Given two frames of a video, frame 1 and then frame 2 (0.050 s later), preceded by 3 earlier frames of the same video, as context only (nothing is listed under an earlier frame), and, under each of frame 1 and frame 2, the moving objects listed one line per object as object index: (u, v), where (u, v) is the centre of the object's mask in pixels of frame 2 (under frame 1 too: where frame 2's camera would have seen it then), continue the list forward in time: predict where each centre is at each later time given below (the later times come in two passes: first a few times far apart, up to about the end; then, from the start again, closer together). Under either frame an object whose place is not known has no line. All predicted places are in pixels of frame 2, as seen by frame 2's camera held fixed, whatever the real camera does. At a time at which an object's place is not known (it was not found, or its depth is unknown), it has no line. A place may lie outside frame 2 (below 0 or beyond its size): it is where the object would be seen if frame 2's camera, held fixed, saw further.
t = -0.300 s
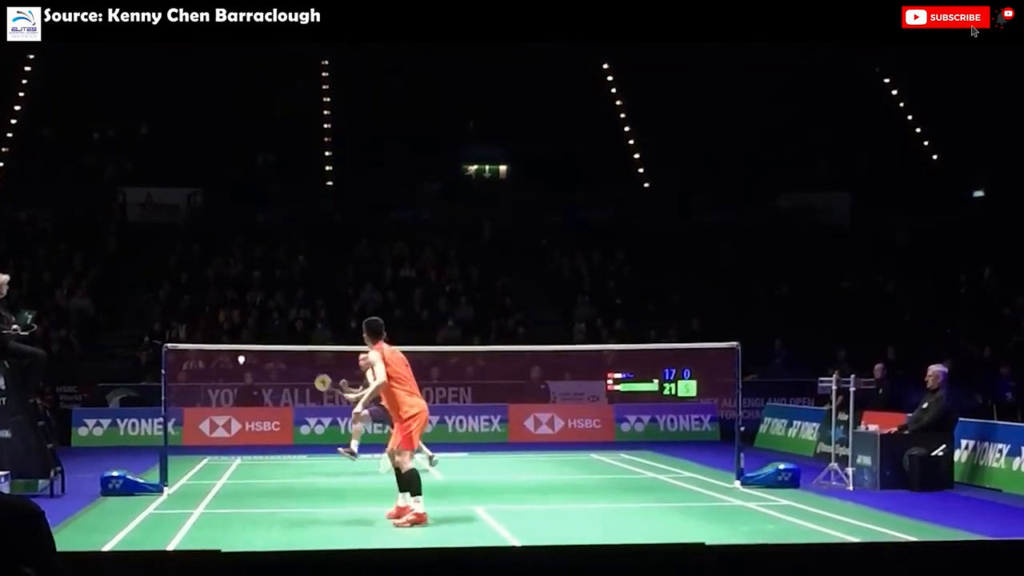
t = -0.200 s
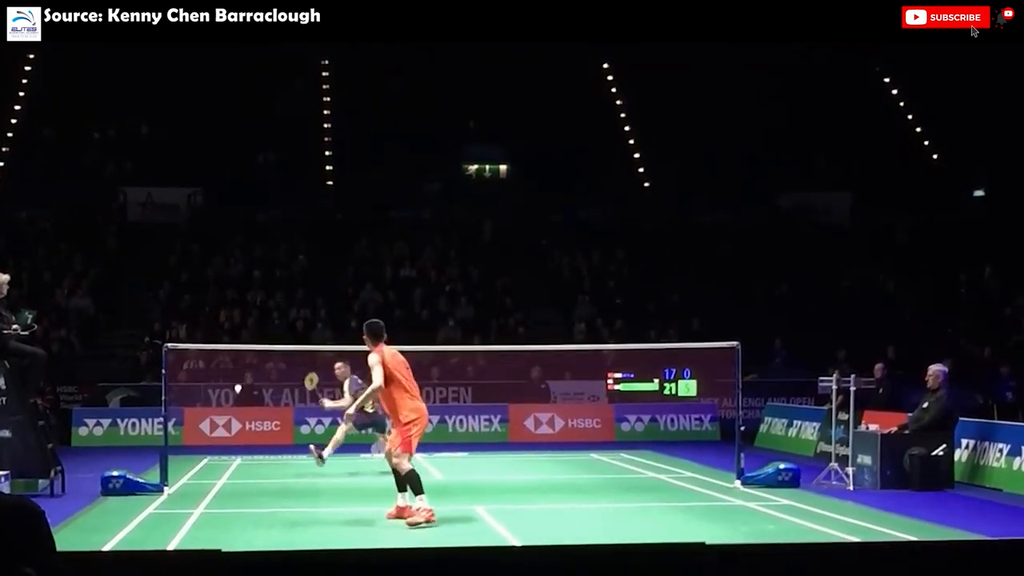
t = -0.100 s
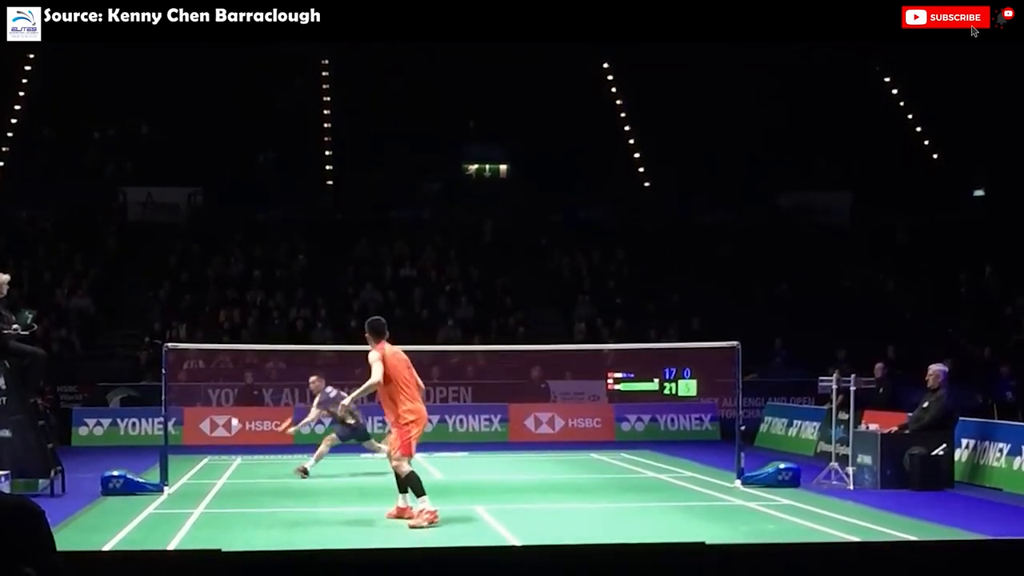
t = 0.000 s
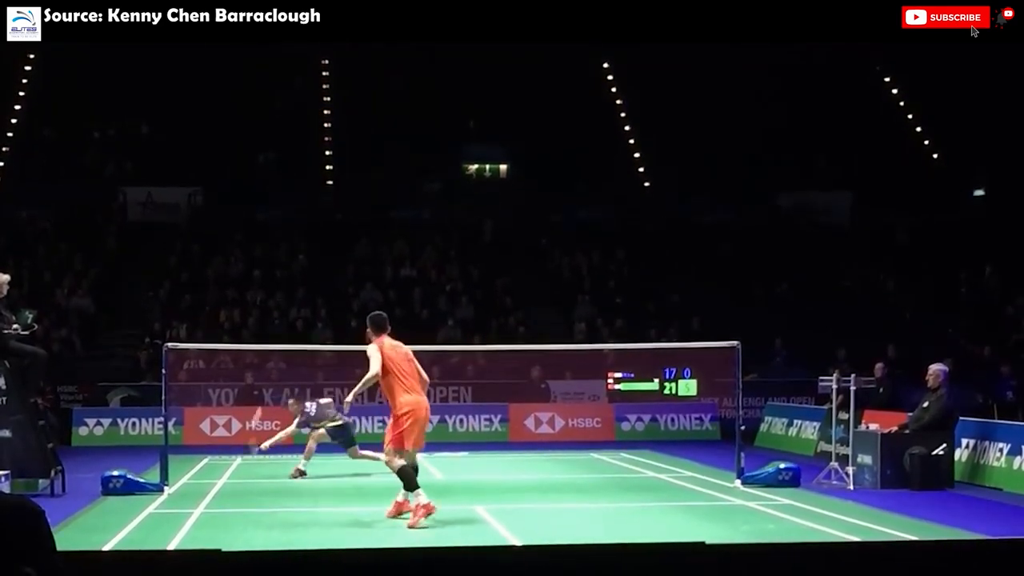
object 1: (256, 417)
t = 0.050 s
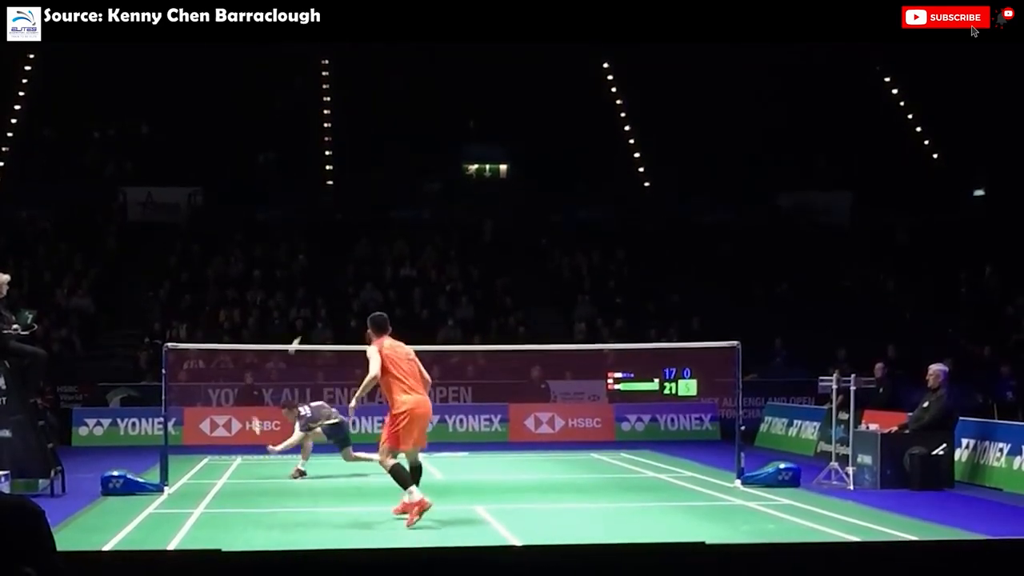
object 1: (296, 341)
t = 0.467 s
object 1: (492, 66)
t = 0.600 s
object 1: (534, 43)
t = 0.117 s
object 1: (339, 273)
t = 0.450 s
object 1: (486, 71)
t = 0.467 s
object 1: (492, 66)
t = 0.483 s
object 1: (498, 61)
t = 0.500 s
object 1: (503, 57)
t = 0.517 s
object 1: (508, 54)
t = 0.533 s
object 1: (513, 50)
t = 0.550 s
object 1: (519, 47)
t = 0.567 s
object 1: (524, 45)
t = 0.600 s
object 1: (534, 43)
